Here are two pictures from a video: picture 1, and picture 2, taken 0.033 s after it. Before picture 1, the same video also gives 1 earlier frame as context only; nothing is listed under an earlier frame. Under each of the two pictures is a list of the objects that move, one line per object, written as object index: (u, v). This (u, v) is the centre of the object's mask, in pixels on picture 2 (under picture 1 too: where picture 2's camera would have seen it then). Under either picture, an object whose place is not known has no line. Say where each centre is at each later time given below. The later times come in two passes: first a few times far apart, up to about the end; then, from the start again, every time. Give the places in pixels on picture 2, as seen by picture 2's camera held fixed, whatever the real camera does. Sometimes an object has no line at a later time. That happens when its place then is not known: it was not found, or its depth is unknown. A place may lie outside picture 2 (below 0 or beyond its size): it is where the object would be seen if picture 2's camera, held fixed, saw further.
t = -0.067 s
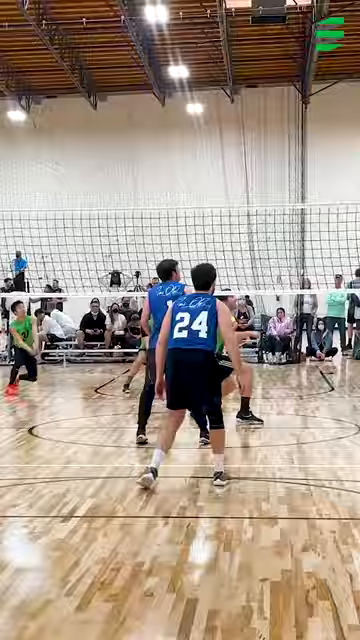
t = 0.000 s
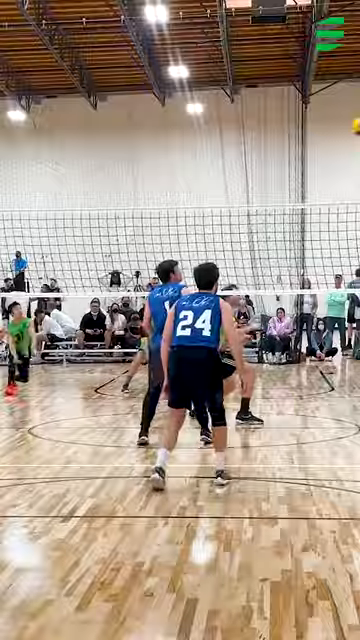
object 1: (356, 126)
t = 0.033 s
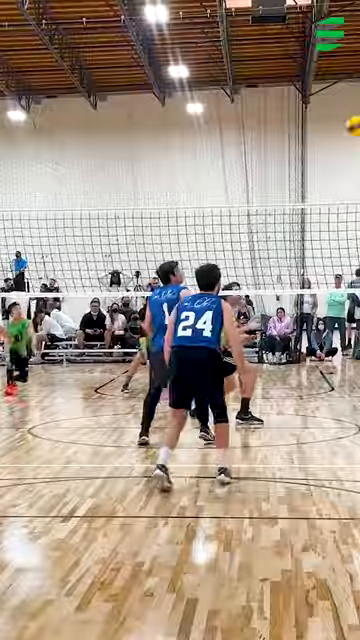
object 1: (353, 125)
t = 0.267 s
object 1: (312, 154)
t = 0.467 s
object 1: (270, 228)
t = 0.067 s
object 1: (350, 126)
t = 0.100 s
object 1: (345, 128)
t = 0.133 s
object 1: (337, 130)
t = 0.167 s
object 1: (332, 133)
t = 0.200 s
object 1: (325, 140)
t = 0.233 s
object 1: (318, 145)
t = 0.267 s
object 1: (312, 154)
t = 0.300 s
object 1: (305, 163)
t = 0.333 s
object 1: (299, 172)
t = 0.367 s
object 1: (292, 185)
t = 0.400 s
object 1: (284, 198)
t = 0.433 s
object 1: (277, 212)
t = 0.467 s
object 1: (270, 228)
